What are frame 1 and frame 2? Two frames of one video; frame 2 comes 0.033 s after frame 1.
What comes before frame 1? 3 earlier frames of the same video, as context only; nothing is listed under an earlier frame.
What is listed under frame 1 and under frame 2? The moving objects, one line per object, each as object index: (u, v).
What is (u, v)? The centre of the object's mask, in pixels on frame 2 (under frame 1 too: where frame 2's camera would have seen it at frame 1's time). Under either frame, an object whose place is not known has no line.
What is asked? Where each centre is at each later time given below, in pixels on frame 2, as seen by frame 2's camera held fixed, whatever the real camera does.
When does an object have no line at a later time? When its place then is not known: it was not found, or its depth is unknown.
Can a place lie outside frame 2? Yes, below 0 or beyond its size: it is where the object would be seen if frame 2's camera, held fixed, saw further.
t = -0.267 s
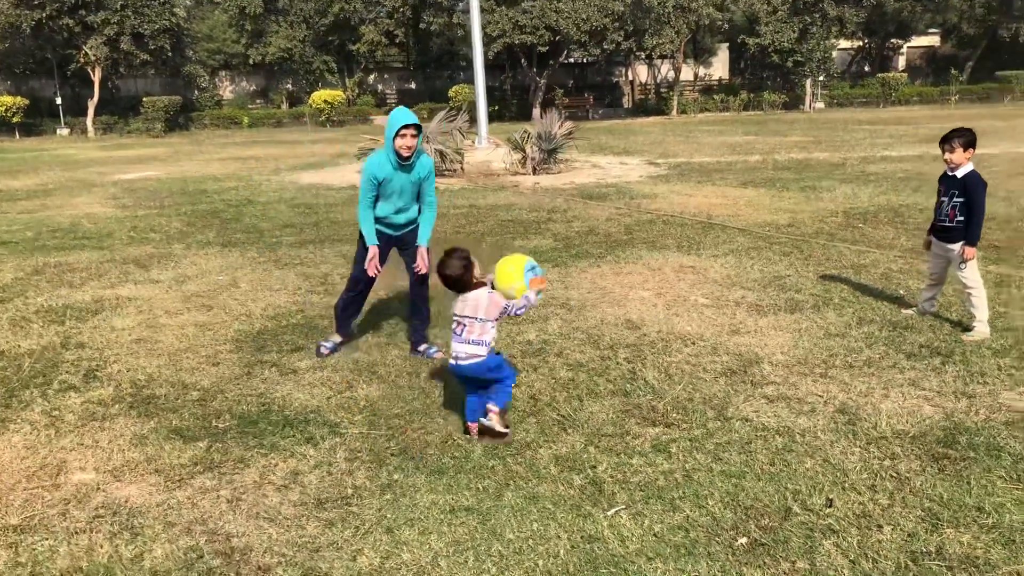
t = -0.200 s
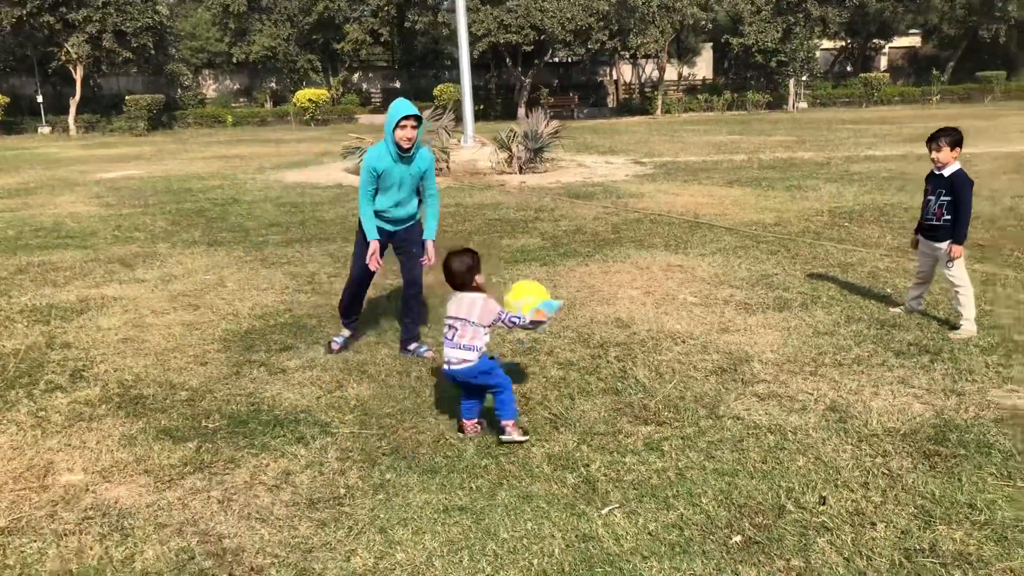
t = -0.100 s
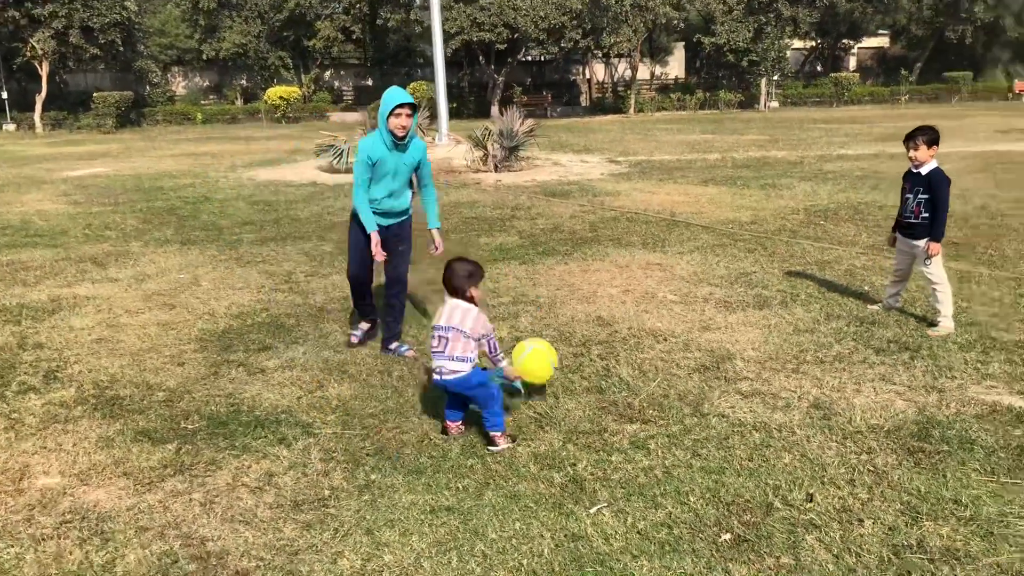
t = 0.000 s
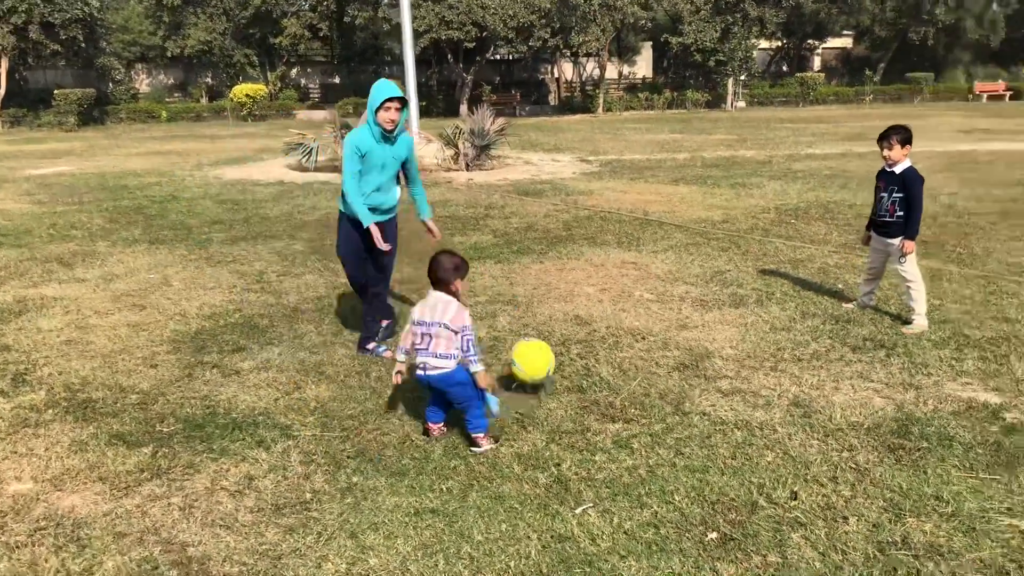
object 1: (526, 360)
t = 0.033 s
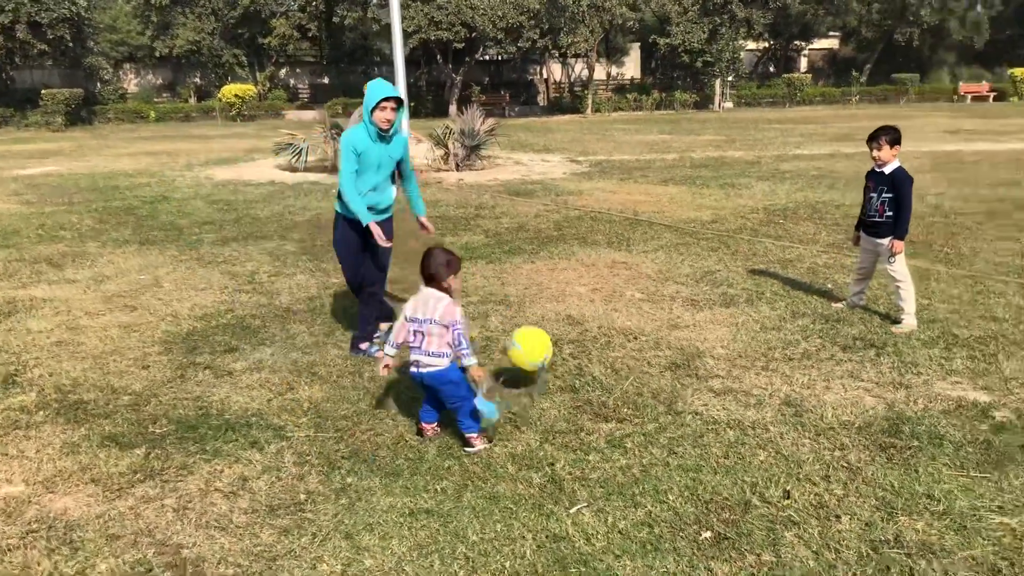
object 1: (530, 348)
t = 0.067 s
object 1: (534, 339)
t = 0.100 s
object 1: (538, 331)
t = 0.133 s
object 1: (542, 326)
